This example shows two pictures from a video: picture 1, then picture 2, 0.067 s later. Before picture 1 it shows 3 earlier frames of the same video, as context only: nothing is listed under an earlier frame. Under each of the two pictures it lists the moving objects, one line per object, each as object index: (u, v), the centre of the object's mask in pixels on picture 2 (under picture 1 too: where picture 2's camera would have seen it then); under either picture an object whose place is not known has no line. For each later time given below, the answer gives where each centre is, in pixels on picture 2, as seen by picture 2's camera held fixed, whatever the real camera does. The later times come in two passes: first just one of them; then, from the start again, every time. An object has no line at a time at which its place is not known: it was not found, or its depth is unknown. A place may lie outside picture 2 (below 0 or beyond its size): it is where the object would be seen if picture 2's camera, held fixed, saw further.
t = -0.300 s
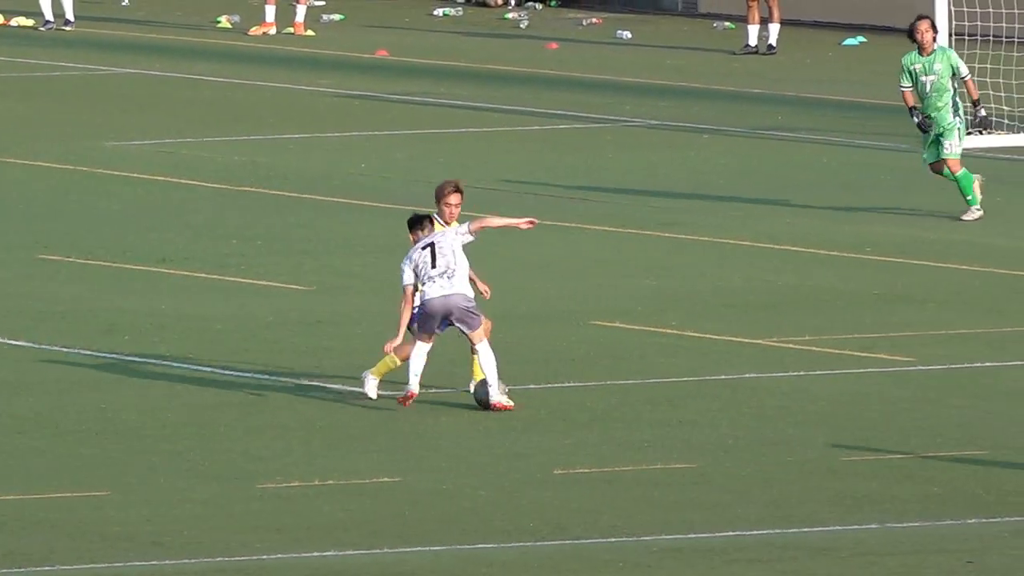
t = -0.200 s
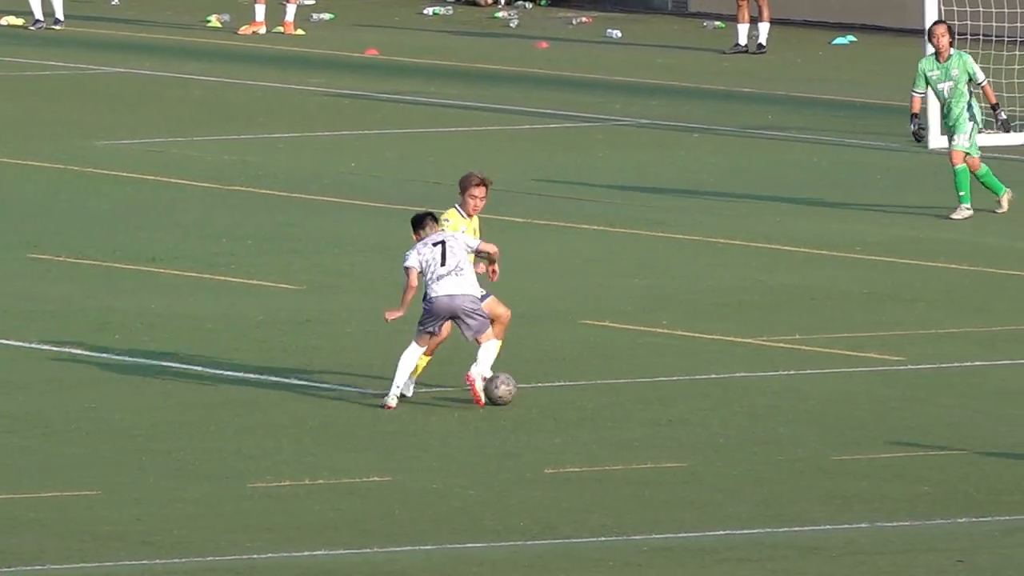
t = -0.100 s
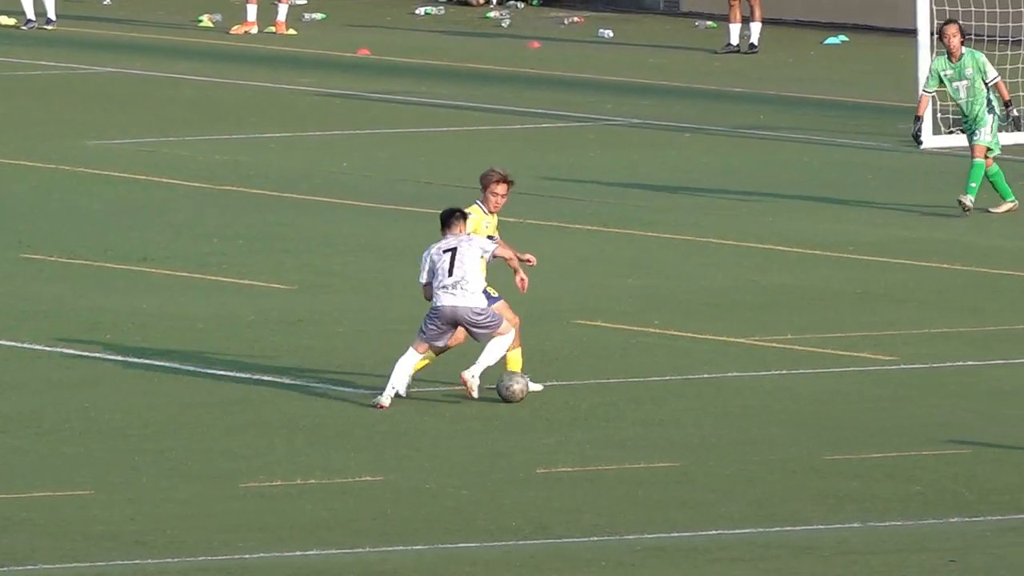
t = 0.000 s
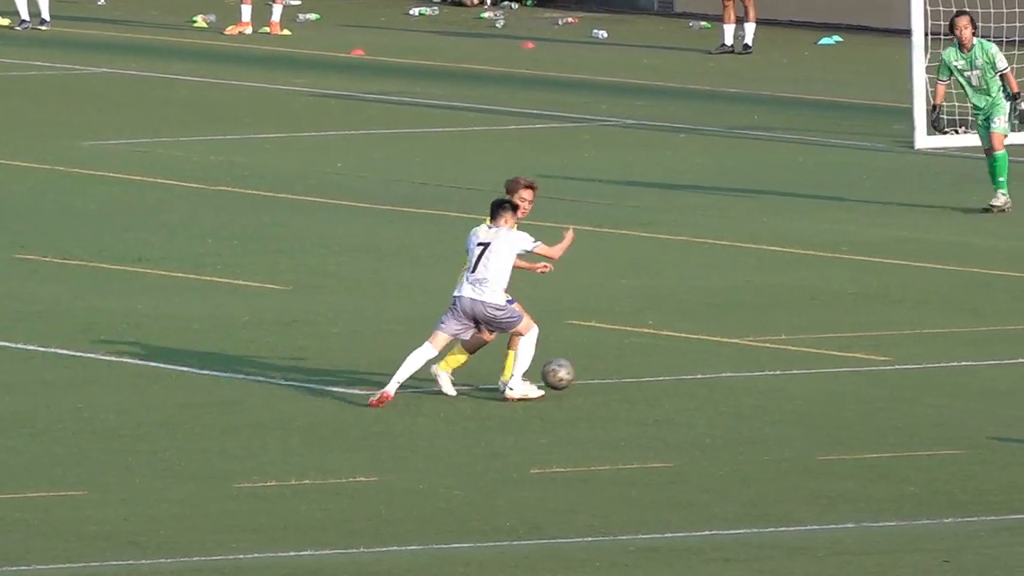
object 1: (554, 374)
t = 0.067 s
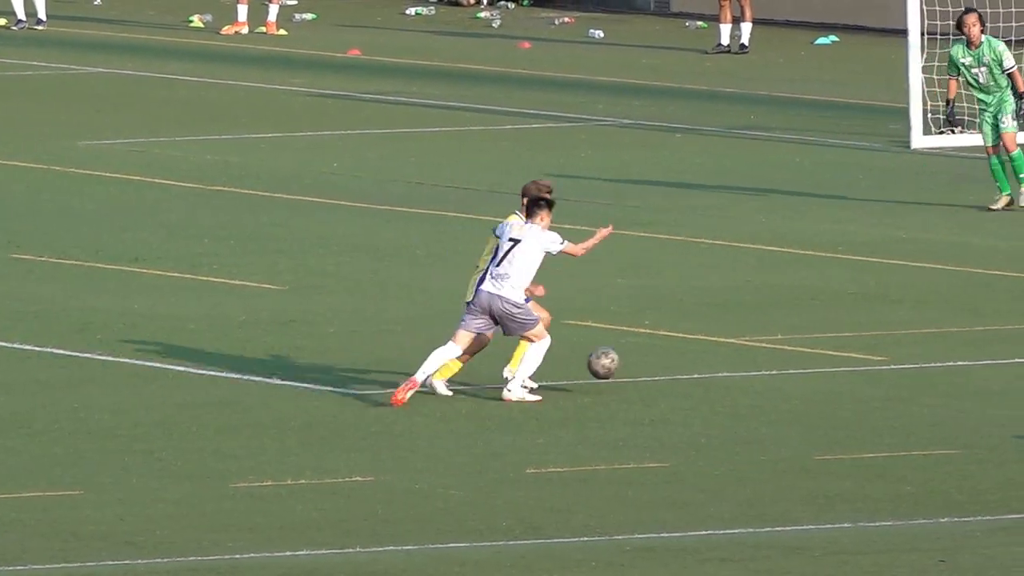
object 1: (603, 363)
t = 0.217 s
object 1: (712, 362)
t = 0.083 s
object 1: (615, 361)
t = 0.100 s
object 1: (627, 360)
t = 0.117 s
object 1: (639, 359)
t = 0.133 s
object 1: (651, 359)
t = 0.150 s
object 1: (664, 359)
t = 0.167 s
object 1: (676, 359)
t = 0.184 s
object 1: (688, 360)
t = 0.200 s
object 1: (700, 361)
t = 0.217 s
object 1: (712, 362)
